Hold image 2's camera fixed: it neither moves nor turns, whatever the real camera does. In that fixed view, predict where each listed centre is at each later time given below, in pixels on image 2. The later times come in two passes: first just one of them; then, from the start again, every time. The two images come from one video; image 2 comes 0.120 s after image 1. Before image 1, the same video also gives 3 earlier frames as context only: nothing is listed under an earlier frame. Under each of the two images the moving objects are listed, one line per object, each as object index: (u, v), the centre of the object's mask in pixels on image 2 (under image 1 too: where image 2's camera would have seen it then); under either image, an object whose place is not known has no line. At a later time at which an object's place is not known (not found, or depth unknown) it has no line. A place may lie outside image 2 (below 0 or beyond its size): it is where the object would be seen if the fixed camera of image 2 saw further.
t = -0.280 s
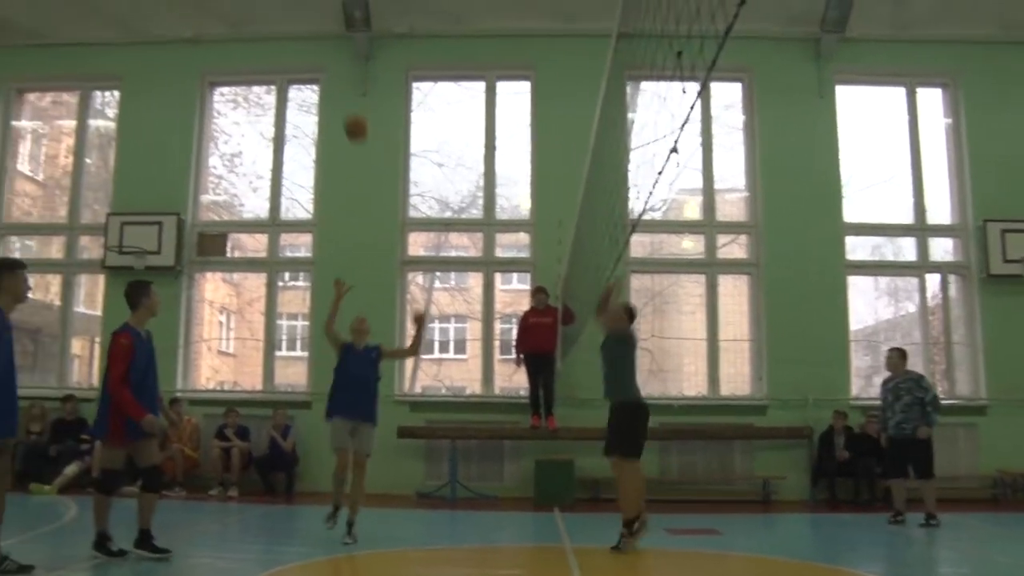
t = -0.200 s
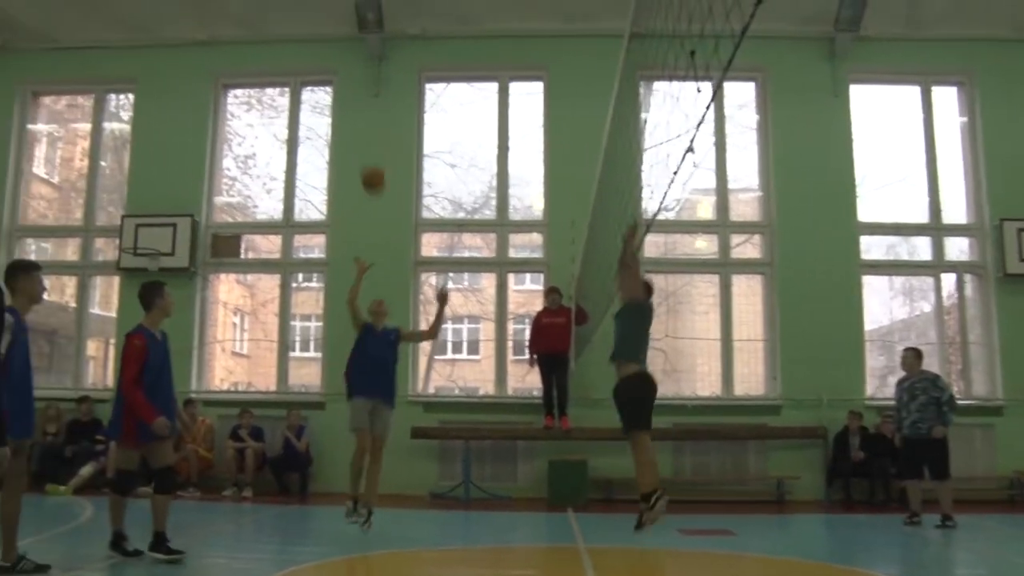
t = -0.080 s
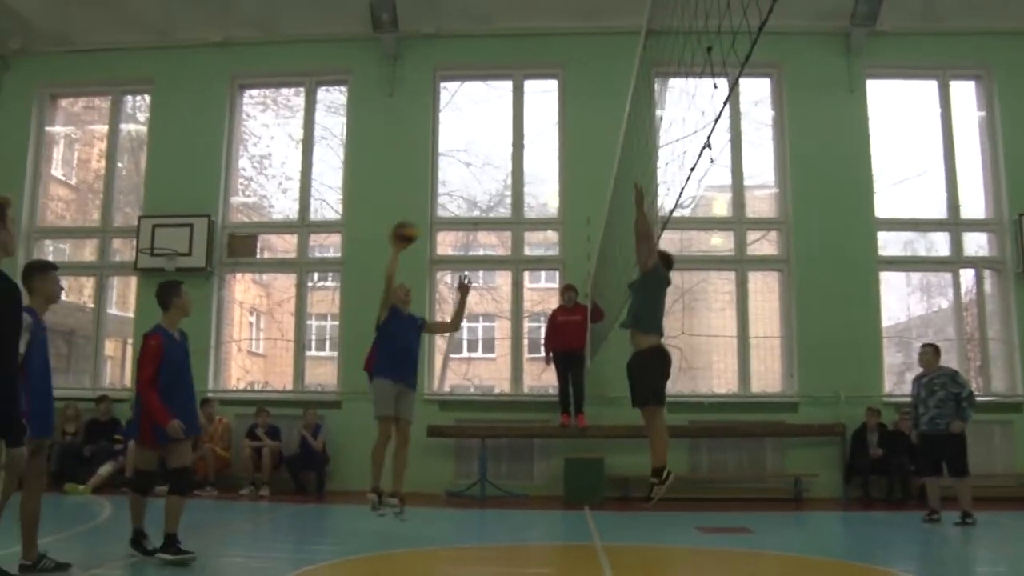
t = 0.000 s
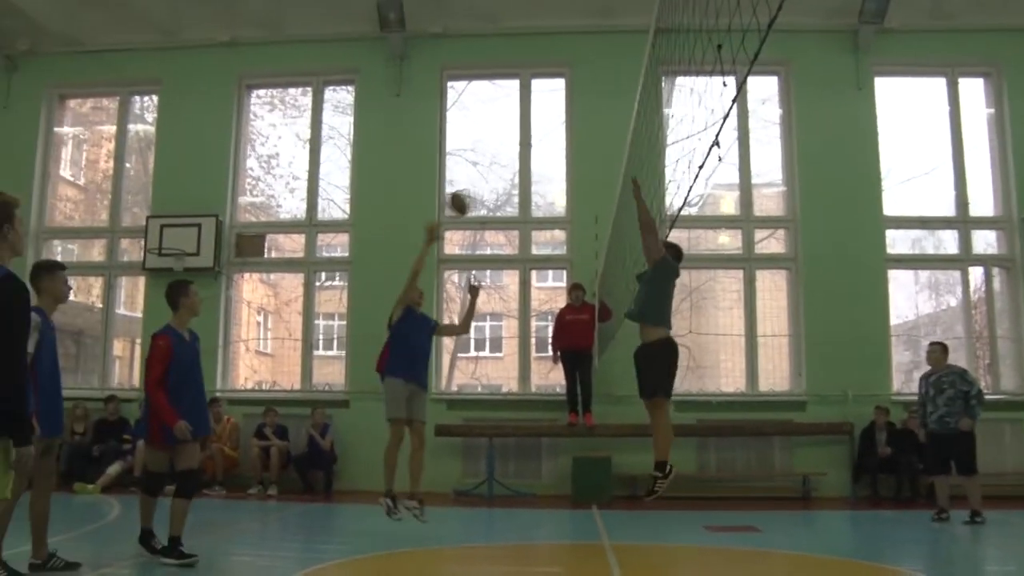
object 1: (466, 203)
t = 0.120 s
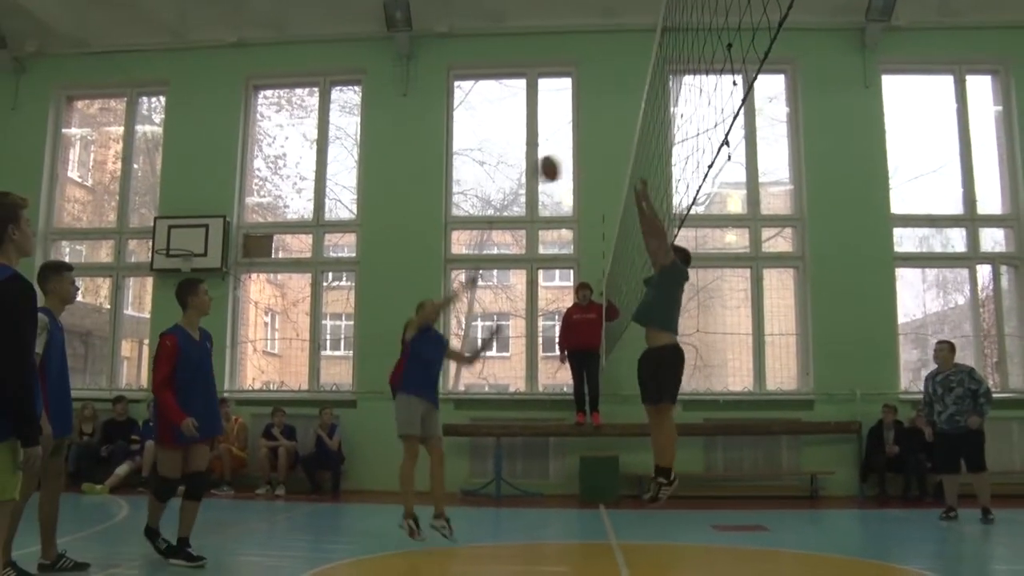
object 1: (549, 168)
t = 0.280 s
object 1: (674, 149)
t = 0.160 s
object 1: (580, 160)
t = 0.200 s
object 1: (609, 154)
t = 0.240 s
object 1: (639, 151)
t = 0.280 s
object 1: (674, 149)
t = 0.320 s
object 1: (708, 148)
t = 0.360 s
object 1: (744, 151)
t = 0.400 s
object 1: (780, 156)
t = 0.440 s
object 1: (819, 163)
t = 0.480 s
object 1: (856, 175)
